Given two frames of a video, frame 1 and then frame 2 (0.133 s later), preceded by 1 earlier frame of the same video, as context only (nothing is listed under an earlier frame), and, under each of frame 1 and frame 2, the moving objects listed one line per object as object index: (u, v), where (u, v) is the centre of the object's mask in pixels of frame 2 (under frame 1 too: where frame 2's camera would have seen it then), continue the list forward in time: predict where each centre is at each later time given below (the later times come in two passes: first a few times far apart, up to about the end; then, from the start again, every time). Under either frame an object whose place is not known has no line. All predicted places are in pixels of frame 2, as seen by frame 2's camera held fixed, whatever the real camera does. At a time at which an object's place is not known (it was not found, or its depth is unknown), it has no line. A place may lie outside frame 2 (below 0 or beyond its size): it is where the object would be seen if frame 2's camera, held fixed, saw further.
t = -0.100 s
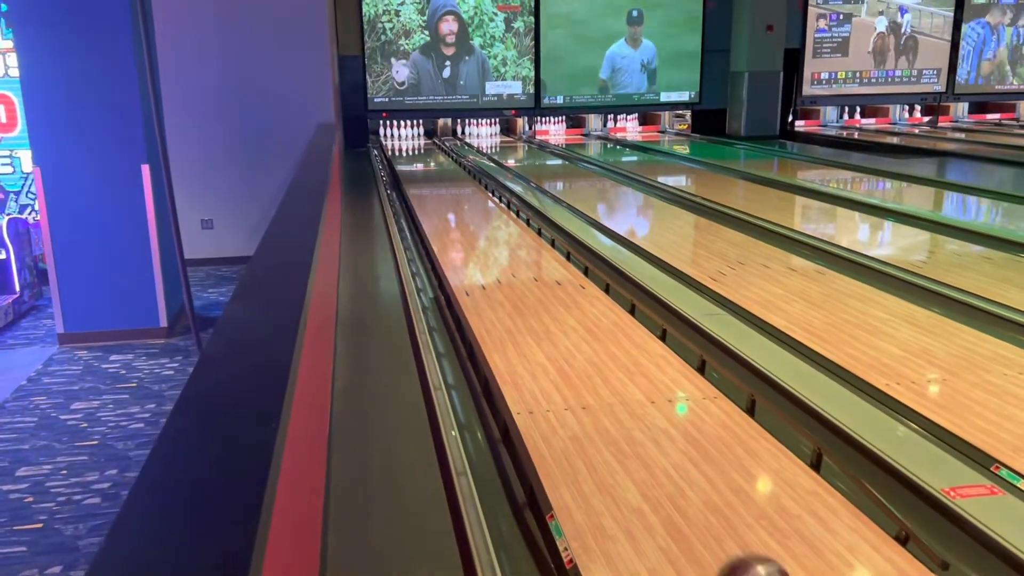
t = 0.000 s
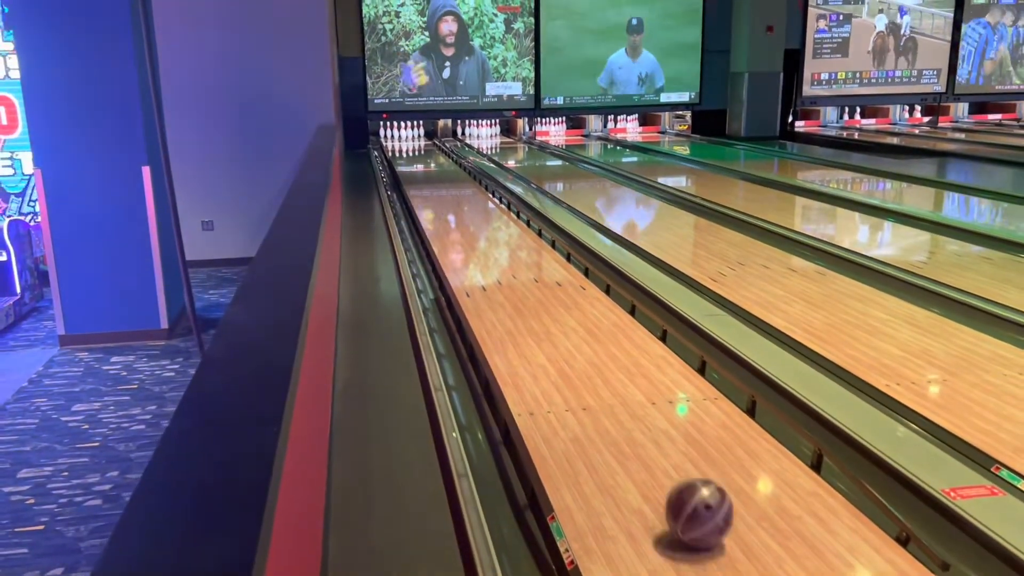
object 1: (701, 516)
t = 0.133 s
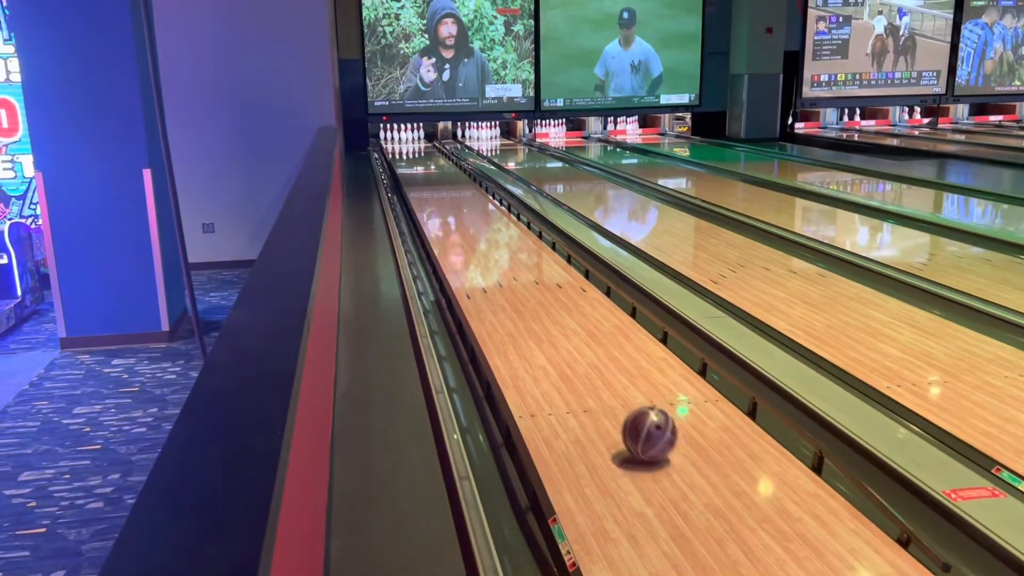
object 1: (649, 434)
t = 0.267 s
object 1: (614, 379)
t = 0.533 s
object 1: (570, 309)
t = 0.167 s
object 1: (640, 419)
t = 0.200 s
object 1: (630, 404)
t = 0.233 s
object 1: (622, 391)
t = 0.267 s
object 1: (614, 379)
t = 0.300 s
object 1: (607, 368)
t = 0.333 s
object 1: (600, 358)
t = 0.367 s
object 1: (594, 348)
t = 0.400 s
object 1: (589, 340)
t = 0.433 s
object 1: (583, 332)
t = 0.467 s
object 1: (578, 323)
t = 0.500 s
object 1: (574, 316)
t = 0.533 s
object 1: (570, 309)
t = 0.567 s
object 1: (565, 303)
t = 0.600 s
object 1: (561, 297)
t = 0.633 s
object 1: (558, 291)
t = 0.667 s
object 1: (554, 286)
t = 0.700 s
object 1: (551, 281)
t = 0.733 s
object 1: (548, 276)
